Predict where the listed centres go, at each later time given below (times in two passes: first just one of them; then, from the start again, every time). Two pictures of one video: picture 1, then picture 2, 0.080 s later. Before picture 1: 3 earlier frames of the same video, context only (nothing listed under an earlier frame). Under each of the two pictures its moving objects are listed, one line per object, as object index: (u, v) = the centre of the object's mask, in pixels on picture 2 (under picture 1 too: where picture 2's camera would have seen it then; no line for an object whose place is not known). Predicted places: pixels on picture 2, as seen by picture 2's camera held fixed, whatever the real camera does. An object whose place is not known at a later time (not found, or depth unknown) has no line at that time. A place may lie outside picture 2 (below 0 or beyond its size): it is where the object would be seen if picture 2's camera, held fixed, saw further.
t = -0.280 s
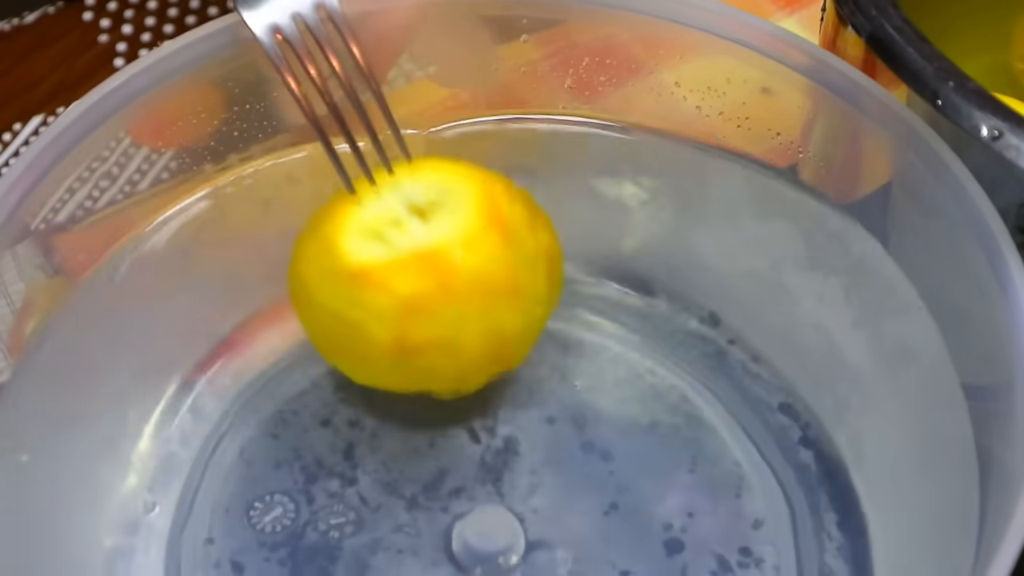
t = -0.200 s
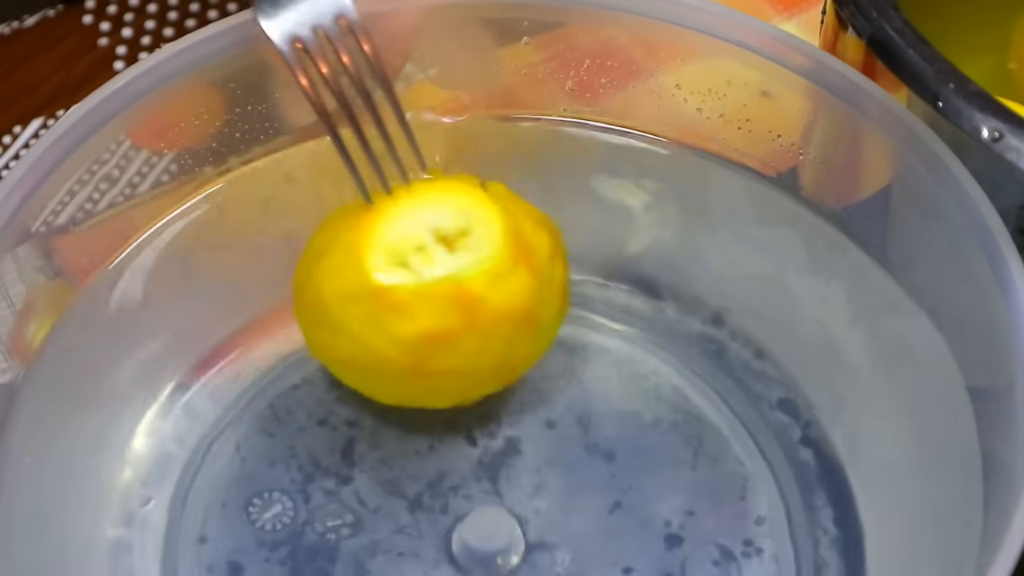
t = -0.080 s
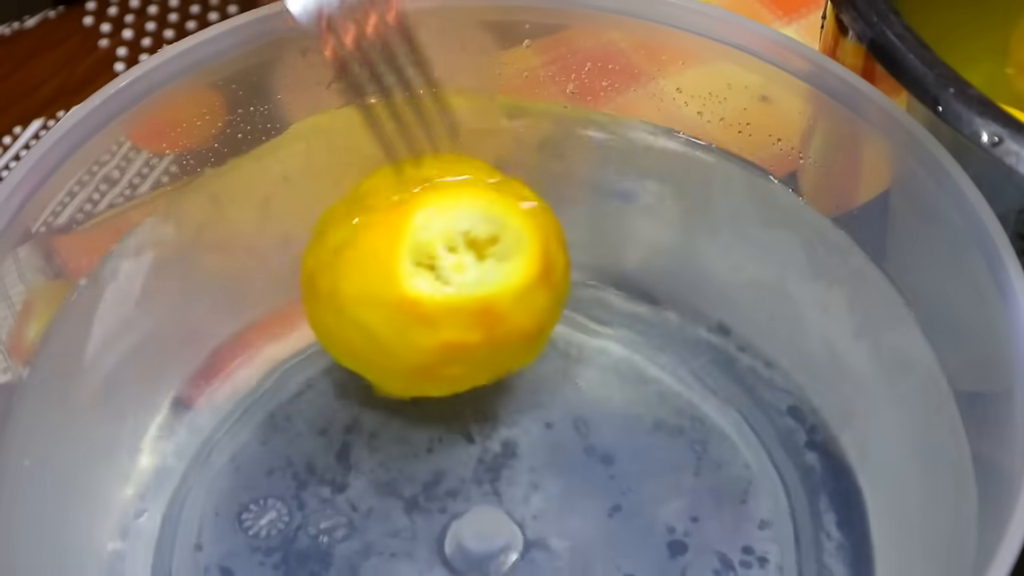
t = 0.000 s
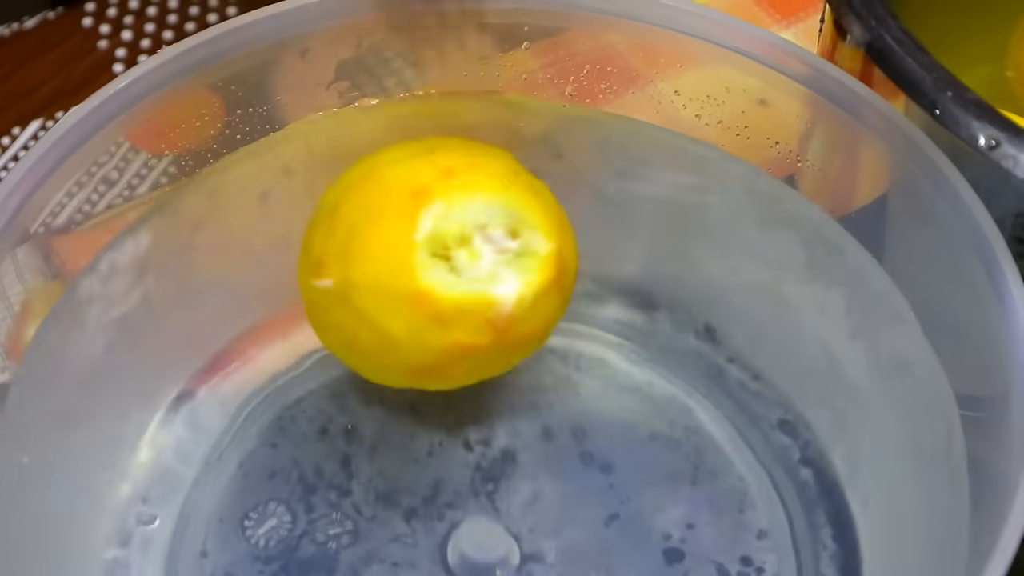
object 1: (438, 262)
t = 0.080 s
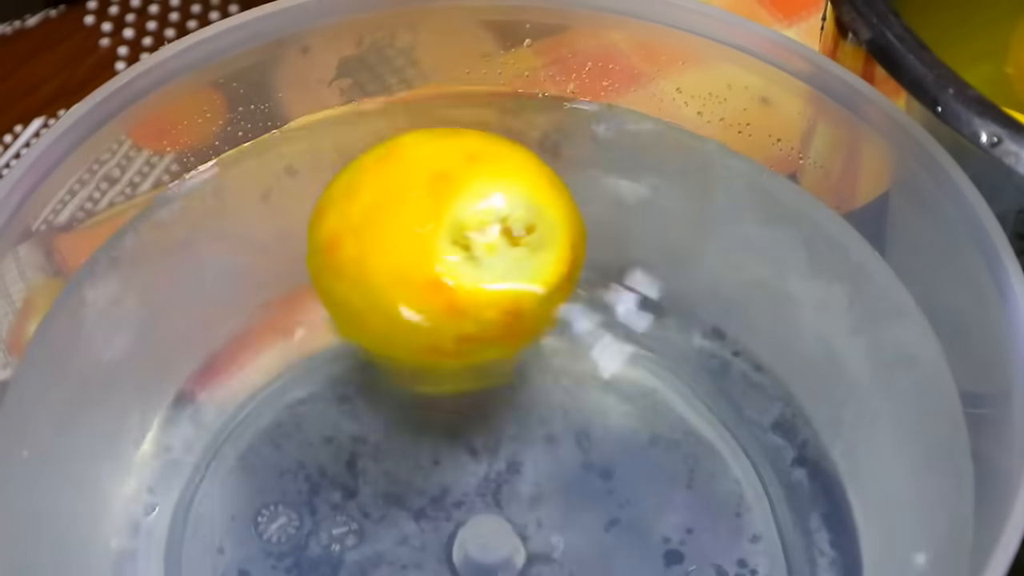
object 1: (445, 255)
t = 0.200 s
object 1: (453, 246)
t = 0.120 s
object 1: (445, 244)
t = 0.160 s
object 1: (451, 246)
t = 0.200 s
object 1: (453, 246)
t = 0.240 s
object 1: (456, 251)
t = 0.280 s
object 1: (458, 260)
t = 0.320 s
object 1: (462, 271)
